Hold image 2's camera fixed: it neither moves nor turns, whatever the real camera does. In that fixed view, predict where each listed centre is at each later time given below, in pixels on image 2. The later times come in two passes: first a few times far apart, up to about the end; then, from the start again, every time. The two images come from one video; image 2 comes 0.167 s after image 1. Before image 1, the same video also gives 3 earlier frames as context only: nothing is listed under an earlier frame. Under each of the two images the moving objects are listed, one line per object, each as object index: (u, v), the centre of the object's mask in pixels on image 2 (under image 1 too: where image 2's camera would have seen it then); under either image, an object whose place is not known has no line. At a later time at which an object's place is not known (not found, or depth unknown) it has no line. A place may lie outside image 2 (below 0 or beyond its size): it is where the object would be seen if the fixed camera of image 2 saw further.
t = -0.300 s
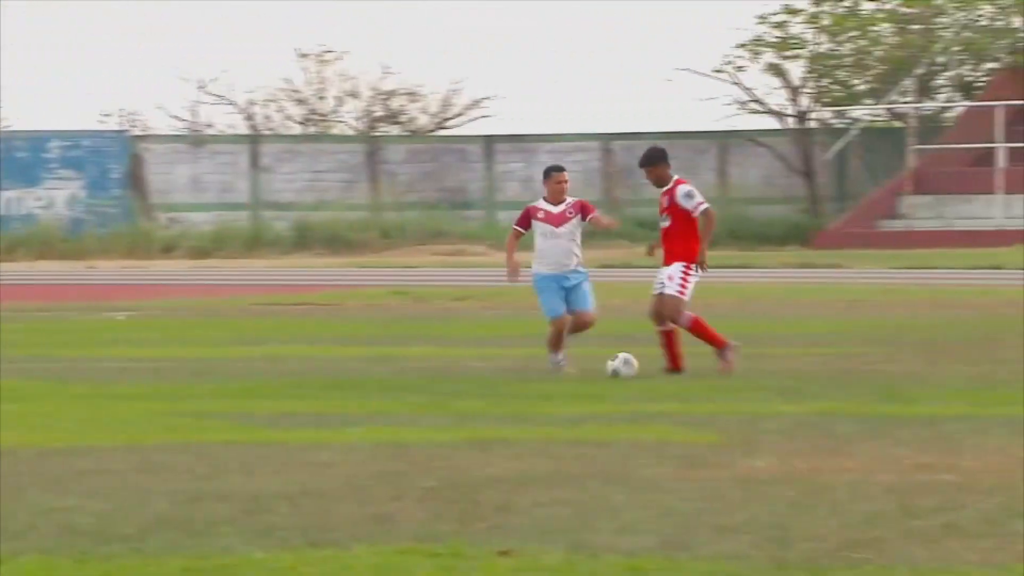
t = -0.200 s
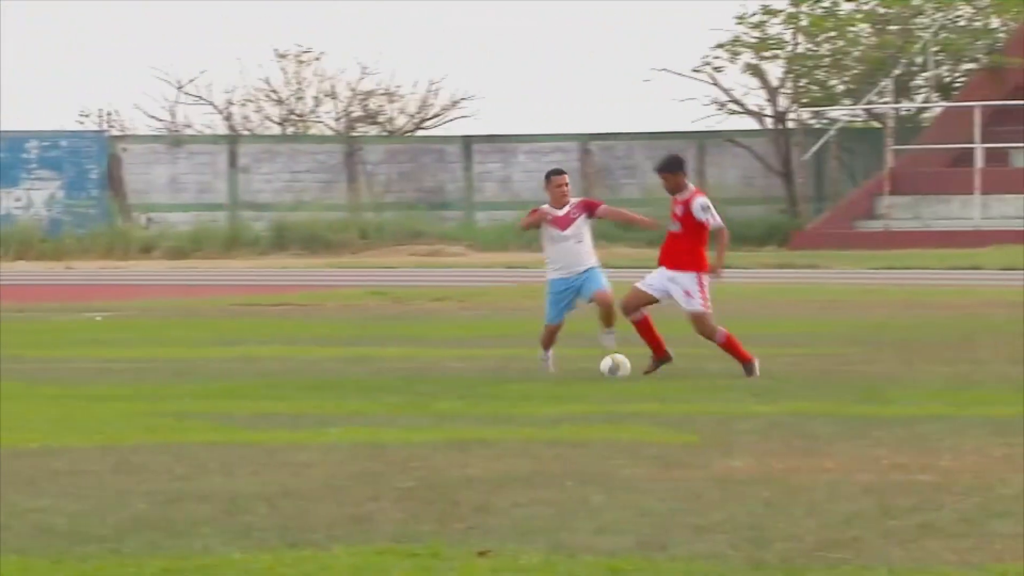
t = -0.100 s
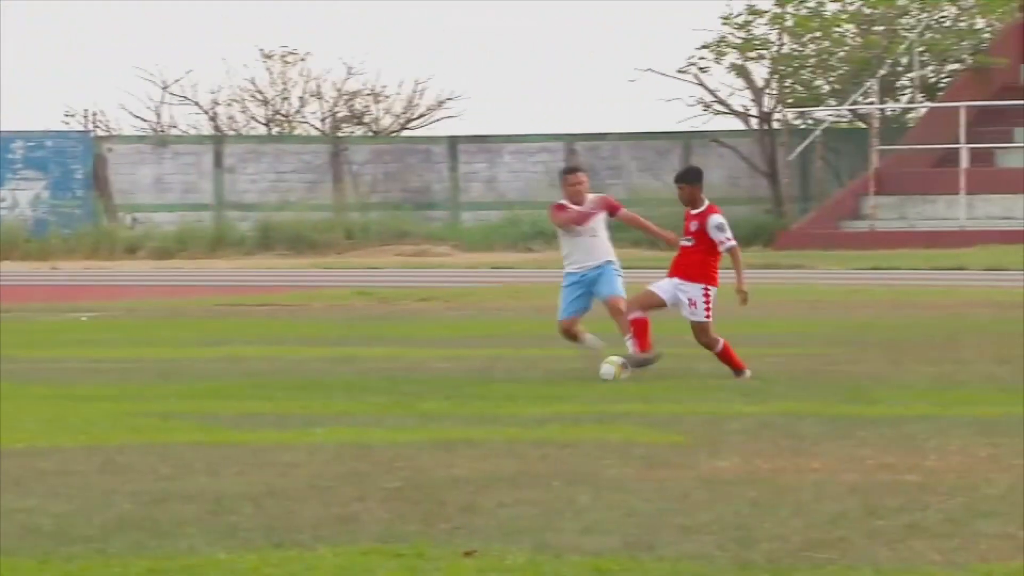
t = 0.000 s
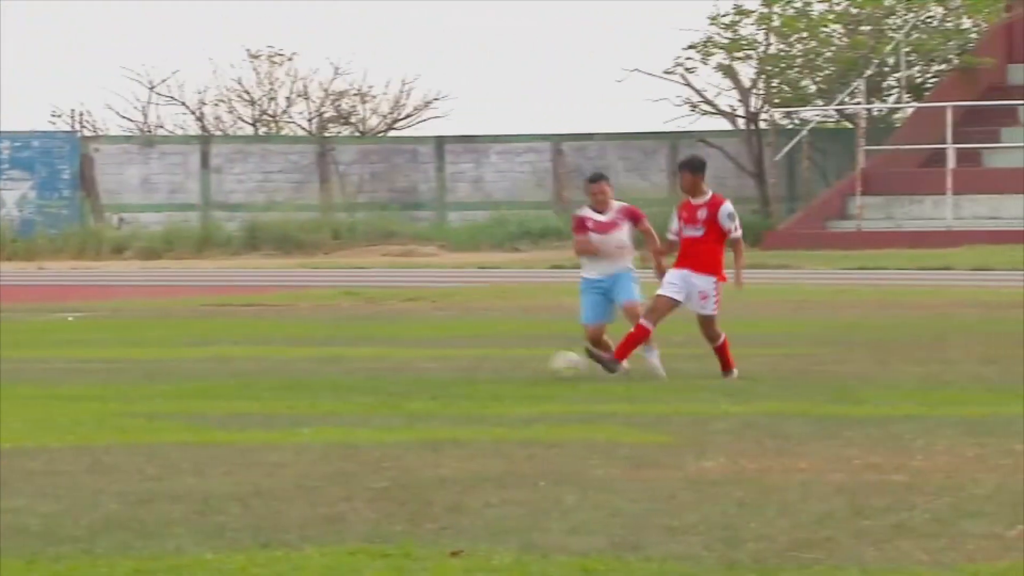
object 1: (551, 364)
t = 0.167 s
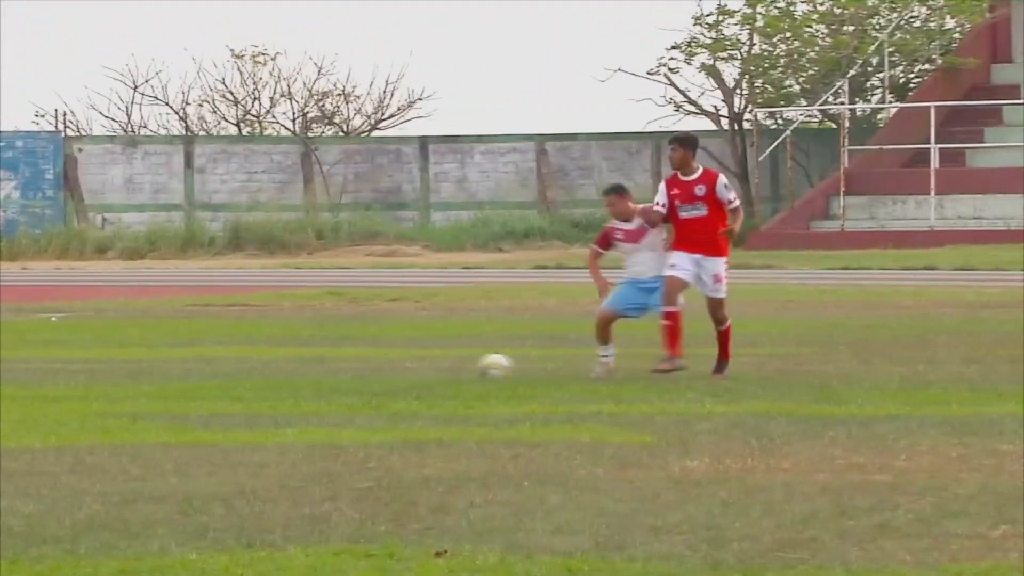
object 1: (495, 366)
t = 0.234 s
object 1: (478, 363)
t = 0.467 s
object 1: (417, 364)
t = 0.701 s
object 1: (364, 364)
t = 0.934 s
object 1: (316, 364)
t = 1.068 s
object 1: (290, 363)
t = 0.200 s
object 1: (486, 365)
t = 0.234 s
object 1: (478, 363)
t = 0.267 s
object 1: (469, 364)
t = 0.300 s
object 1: (460, 364)
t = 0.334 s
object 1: (451, 364)
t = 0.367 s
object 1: (441, 365)
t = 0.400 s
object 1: (433, 364)
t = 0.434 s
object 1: (425, 363)
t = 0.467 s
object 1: (417, 364)
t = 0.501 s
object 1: (409, 364)
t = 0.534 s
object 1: (401, 365)
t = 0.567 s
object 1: (394, 364)
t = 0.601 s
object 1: (386, 363)
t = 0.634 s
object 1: (379, 362)
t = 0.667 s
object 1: (371, 363)
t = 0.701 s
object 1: (364, 364)
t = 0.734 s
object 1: (357, 364)
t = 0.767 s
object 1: (350, 364)
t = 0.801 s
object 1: (342, 363)
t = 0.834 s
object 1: (336, 364)
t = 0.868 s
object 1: (329, 364)
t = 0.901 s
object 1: (322, 364)
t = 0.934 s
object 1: (316, 364)
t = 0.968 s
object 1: (309, 364)
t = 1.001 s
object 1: (303, 363)
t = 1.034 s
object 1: (296, 363)
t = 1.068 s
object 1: (290, 363)
